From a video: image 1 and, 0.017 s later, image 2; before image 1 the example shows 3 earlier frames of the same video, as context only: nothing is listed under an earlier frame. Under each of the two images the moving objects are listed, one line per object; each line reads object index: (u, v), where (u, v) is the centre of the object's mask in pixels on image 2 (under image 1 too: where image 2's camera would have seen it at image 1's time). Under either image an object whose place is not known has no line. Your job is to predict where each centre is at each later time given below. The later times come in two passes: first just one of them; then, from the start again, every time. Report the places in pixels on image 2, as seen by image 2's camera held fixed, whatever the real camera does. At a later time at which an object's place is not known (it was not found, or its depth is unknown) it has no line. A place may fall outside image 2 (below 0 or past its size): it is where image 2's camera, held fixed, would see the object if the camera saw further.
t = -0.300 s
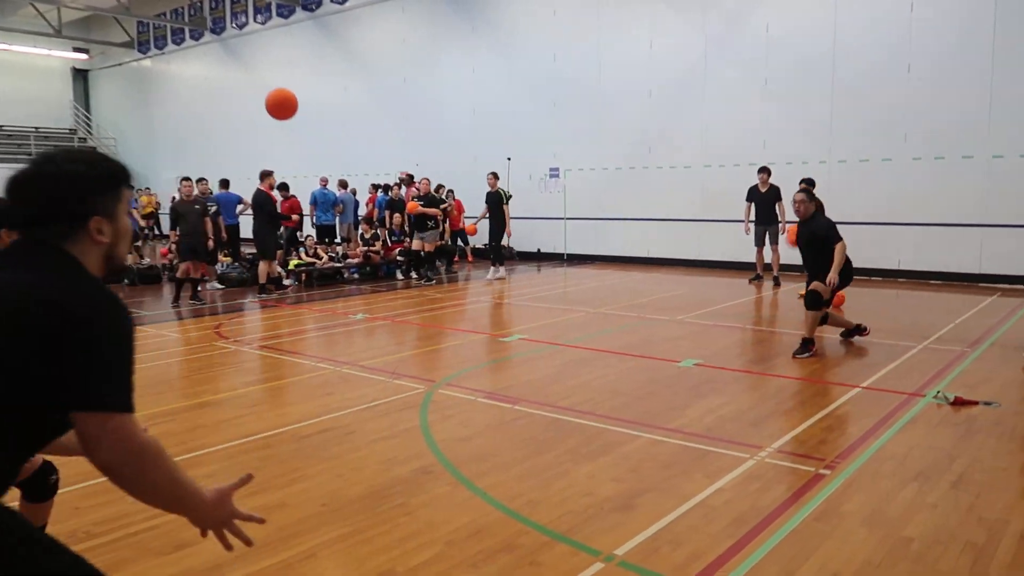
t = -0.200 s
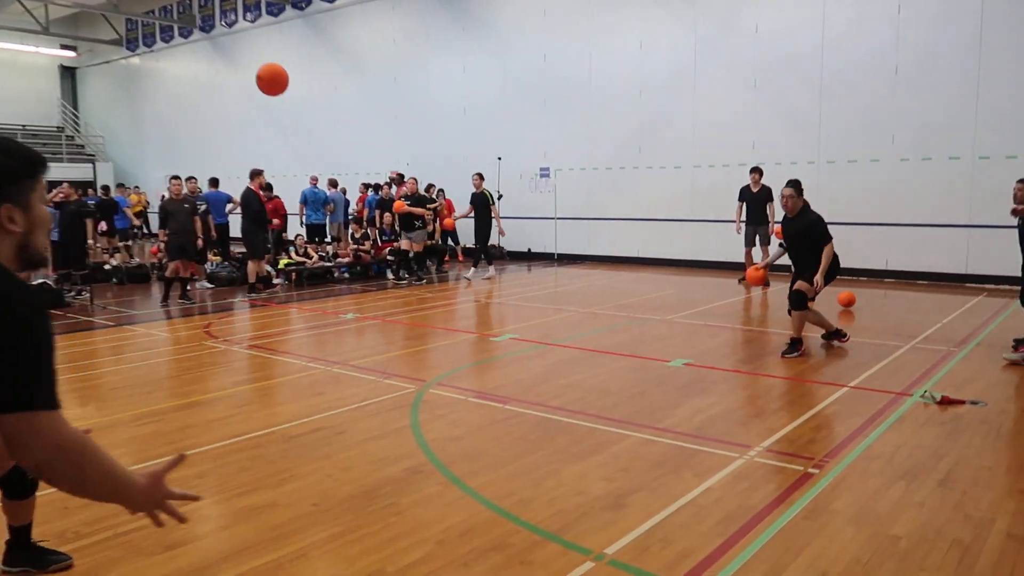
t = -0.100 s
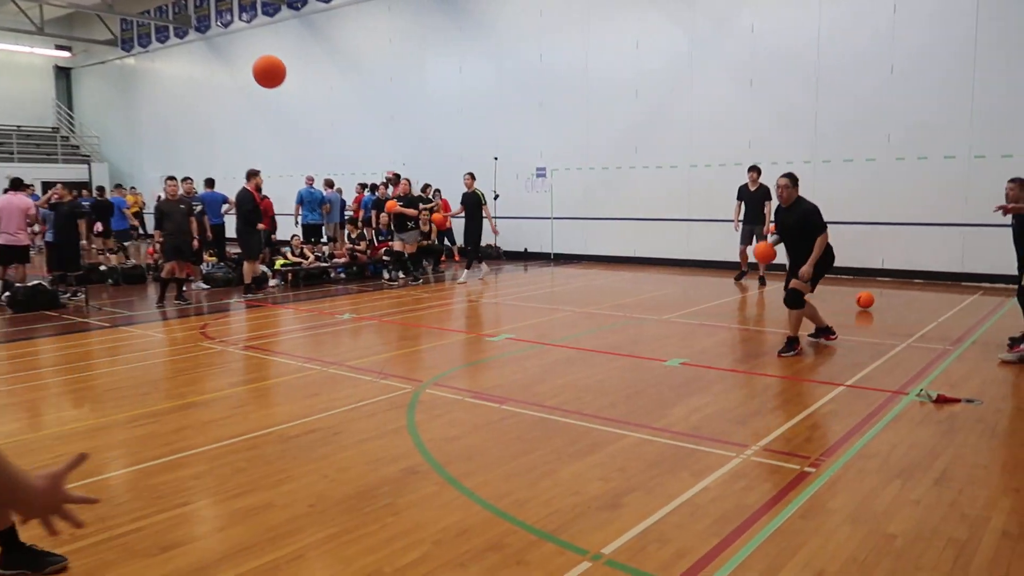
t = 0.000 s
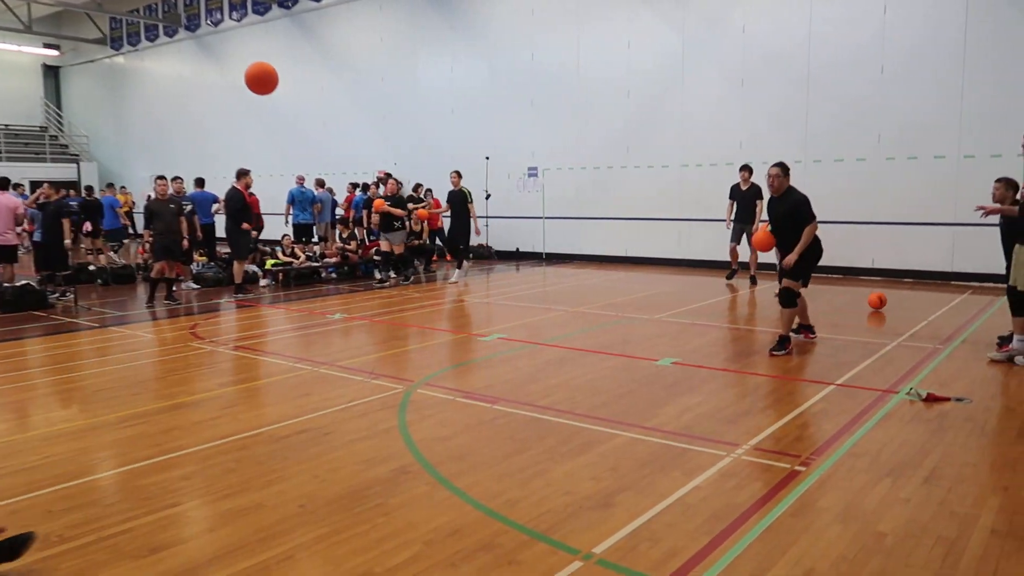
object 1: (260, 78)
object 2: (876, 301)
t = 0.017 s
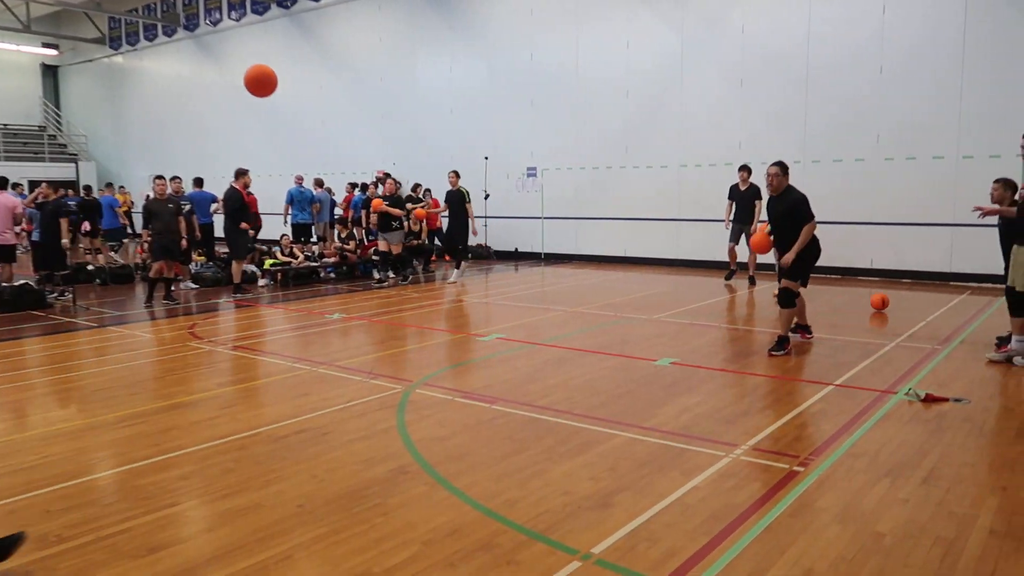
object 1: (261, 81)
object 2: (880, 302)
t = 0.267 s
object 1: (265, 172)
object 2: (935, 306)
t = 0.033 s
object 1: (261, 84)
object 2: (883, 303)
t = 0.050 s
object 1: (261, 88)
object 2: (887, 303)
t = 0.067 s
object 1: (262, 91)
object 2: (891, 303)
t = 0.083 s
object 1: (262, 96)
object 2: (894, 303)
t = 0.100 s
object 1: (262, 101)
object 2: (898, 303)
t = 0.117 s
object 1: (262, 106)
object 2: (902, 303)
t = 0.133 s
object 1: (263, 112)
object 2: (905, 304)
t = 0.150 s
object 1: (263, 118)
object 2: (909, 305)
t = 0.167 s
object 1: (263, 124)
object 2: (913, 305)
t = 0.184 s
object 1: (264, 131)
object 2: (917, 305)
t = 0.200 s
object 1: (264, 139)
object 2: (920, 305)
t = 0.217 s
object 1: (264, 146)
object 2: (924, 306)
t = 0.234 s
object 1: (265, 154)
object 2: (928, 305)
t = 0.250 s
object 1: (265, 163)
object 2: (932, 305)
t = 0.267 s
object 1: (265, 172)
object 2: (935, 306)
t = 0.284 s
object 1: (266, 182)
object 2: (939, 306)
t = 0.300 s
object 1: (266, 192)
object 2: (943, 307)
